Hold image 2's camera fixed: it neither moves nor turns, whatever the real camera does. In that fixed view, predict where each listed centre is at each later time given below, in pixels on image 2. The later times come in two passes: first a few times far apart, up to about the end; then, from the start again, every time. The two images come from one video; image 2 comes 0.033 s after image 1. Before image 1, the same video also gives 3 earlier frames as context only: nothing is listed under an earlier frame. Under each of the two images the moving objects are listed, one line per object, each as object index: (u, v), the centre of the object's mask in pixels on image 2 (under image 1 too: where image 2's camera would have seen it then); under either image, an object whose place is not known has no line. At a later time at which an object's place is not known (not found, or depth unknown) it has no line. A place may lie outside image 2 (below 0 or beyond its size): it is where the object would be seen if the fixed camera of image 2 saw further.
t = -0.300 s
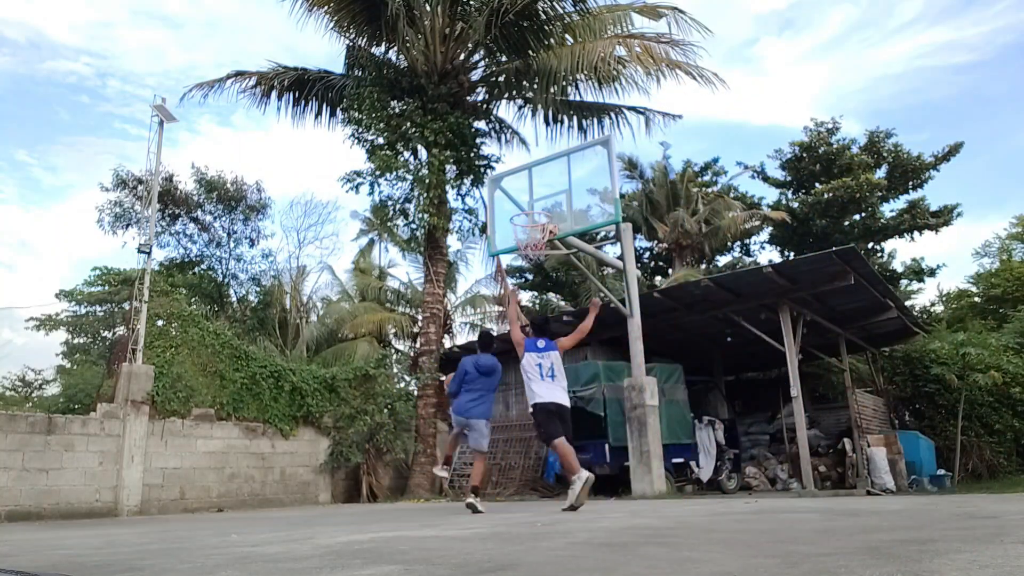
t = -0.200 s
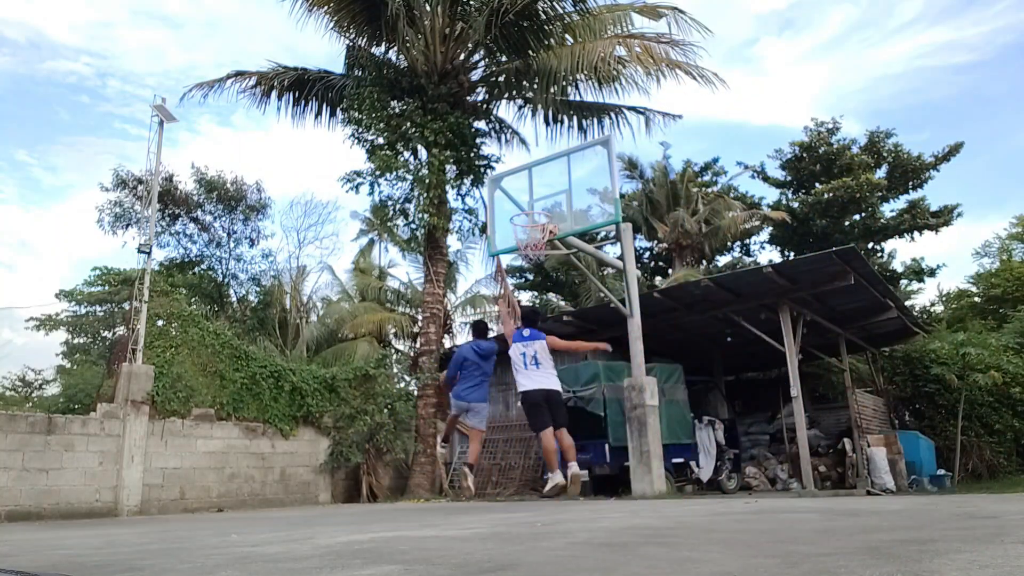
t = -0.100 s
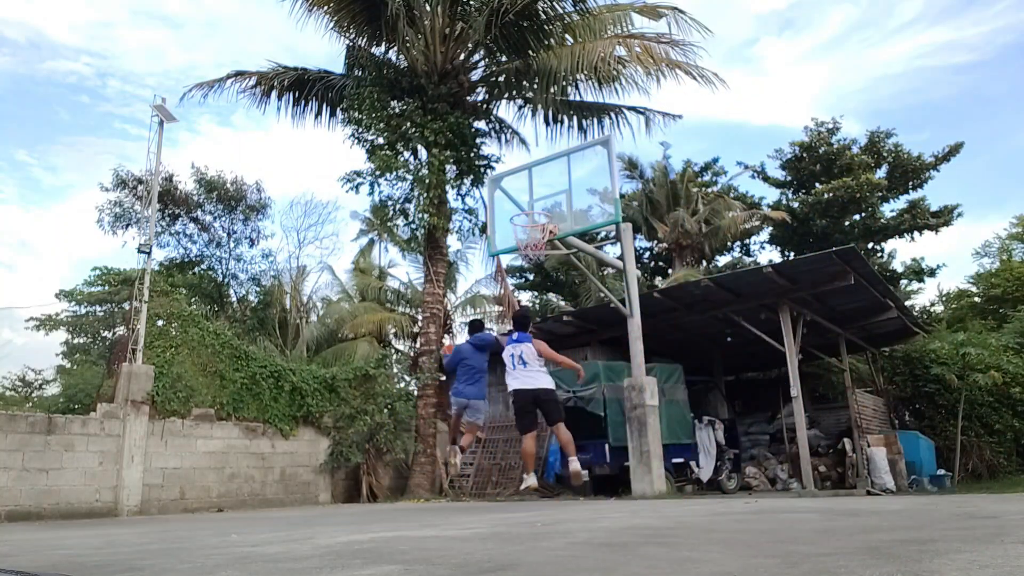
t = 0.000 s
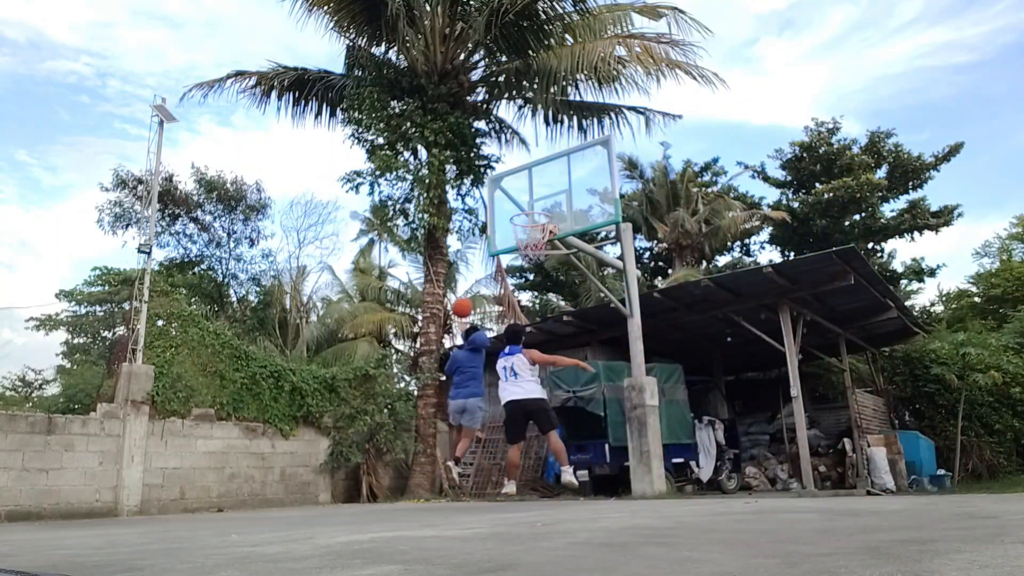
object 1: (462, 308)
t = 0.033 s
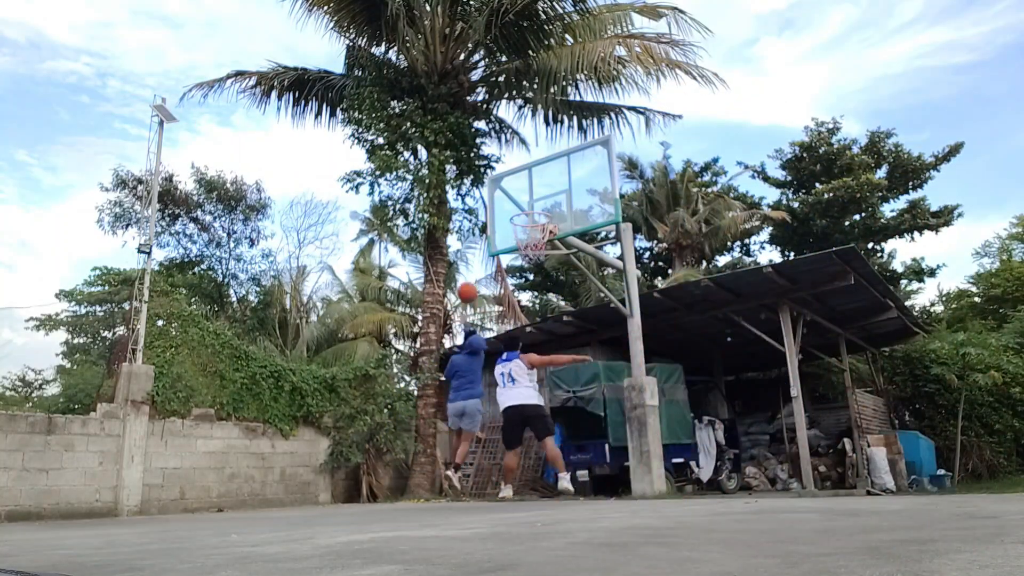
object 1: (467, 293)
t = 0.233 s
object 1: (495, 220)
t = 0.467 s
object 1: (526, 180)
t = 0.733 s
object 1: (533, 171)
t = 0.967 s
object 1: (538, 199)
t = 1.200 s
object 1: (541, 204)
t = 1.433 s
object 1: (547, 254)
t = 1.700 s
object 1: (557, 378)
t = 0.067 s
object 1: (472, 277)
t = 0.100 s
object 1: (476, 264)
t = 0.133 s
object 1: (481, 251)
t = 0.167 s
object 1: (486, 240)
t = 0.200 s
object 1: (490, 230)
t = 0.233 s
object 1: (495, 220)
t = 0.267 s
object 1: (499, 212)
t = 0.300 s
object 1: (504, 204)
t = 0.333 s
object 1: (508, 198)
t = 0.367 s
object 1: (513, 192)
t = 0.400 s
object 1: (517, 187)
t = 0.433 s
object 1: (522, 183)
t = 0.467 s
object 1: (526, 180)
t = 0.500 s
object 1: (529, 173)
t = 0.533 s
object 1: (530, 170)
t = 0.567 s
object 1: (530, 168)
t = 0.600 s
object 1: (530, 167)
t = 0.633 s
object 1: (531, 167)
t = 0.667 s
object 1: (531, 167)
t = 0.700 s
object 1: (532, 168)
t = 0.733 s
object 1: (533, 171)
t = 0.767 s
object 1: (533, 174)
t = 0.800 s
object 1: (534, 177)
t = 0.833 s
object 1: (535, 182)
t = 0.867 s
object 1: (536, 188)
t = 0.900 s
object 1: (536, 195)
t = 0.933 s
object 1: (537, 202)
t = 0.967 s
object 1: (538, 199)
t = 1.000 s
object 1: (538, 197)
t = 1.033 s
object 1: (538, 196)
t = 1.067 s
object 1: (539, 195)
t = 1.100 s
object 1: (539, 196)
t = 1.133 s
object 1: (540, 198)
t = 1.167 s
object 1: (540, 200)
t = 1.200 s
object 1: (541, 204)
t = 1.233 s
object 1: (541, 208)
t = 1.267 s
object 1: (542, 214)
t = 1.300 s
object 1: (543, 220)
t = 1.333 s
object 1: (544, 227)
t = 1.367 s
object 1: (545, 235)
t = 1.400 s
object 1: (546, 244)
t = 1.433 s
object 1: (547, 254)
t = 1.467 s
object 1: (548, 266)
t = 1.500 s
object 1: (549, 278)
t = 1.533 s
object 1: (550, 292)
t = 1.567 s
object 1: (551, 307)
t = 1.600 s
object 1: (552, 323)
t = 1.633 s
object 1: (554, 340)
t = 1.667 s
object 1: (555, 358)
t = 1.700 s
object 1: (557, 378)
